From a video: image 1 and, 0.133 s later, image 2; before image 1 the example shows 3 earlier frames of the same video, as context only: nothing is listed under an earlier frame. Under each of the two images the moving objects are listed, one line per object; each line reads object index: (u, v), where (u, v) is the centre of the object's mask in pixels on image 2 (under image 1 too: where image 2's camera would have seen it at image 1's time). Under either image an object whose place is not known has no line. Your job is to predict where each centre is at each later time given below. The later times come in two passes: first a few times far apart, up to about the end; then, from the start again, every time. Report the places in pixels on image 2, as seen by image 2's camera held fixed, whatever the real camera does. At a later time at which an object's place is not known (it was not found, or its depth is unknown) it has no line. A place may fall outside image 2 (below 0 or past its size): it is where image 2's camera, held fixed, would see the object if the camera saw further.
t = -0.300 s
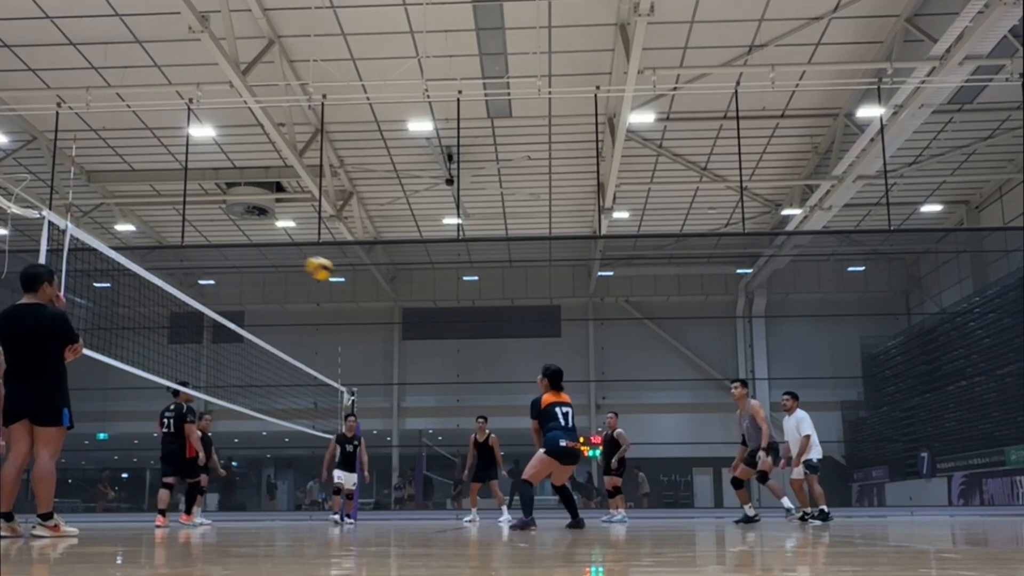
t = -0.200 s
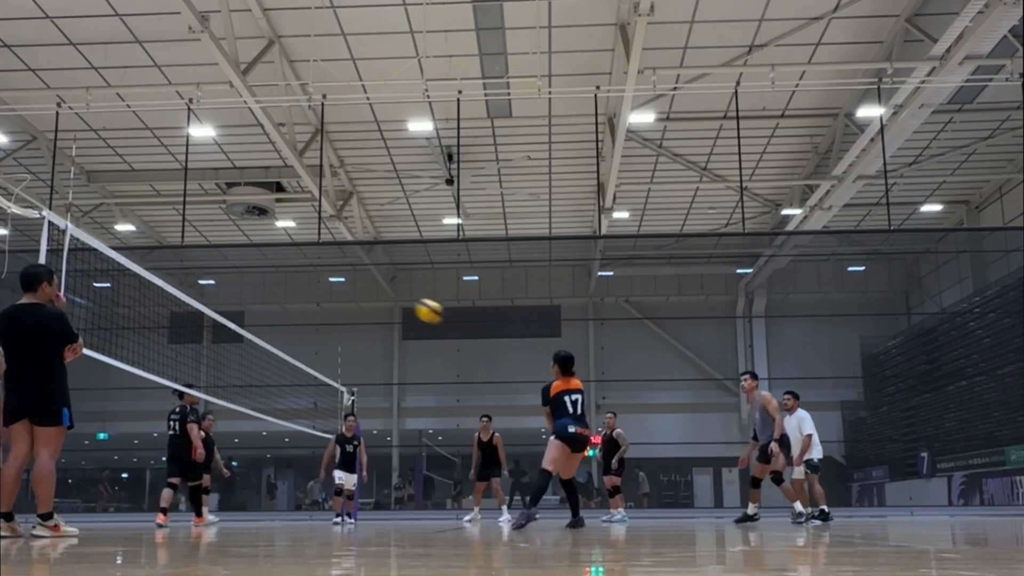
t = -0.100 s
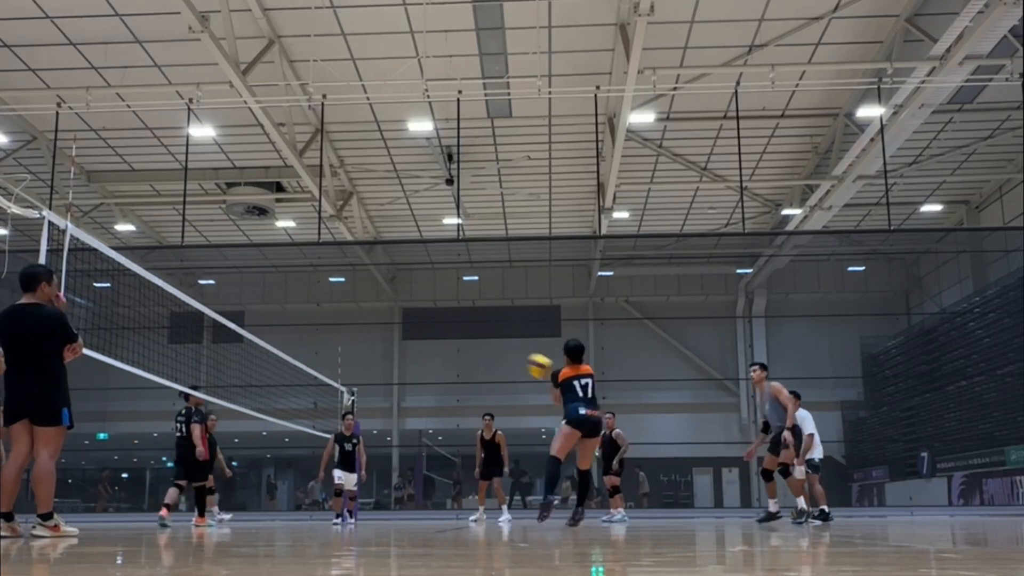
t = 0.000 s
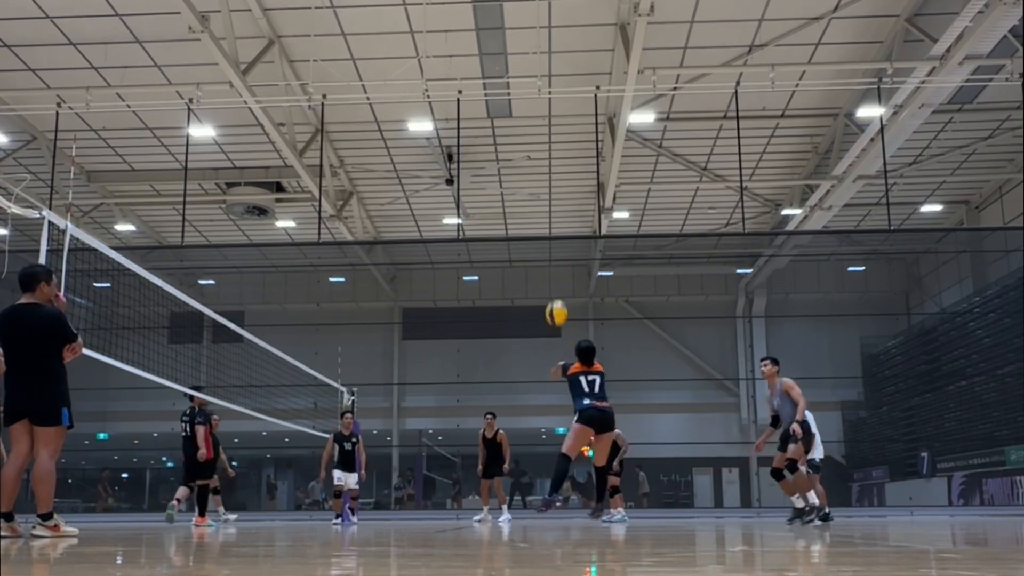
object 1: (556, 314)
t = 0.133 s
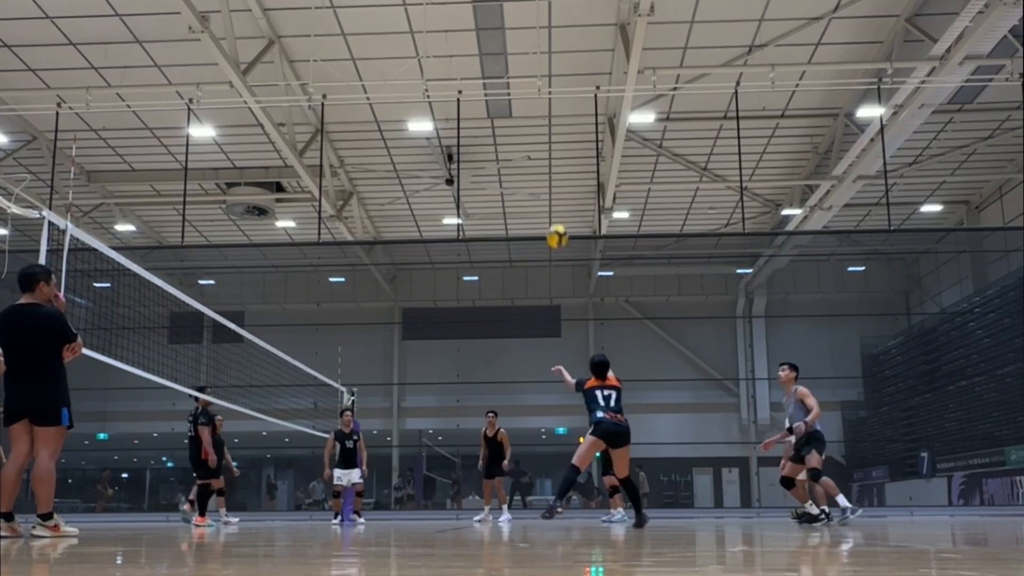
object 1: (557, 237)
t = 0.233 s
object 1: (558, 194)
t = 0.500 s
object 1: (562, 132)
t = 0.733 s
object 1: (568, 133)
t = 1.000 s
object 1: (574, 188)
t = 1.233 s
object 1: (580, 282)
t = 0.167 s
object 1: (558, 221)
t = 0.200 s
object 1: (558, 207)
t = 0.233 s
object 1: (558, 194)
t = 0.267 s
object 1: (559, 182)
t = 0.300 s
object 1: (559, 171)
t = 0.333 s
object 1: (560, 162)
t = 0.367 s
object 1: (560, 154)
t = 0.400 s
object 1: (561, 147)
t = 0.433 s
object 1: (561, 142)
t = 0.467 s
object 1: (562, 136)
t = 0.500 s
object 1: (562, 132)
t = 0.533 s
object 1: (564, 130)
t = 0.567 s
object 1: (564, 128)
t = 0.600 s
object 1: (565, 127)
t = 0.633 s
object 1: (566, 127)
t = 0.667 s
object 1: (566, 128)
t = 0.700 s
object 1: (567, 130)
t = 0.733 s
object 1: (568, 133)
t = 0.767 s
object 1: (569, 136)
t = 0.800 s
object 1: (570, 142)
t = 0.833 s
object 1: (570, 147)
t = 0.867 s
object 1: (571, 154)
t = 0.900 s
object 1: (572, 161)
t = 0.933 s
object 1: (573, 170)
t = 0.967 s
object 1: (573, 178)
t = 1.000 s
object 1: (574, 188)
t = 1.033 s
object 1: (575, 200)
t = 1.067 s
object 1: (575, 211)
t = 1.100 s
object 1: (577, 223)
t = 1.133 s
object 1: (578, 237)
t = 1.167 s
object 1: (578, 251)
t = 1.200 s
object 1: (579, 266)
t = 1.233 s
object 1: (580, 282)
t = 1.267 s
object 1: (580, 299)
